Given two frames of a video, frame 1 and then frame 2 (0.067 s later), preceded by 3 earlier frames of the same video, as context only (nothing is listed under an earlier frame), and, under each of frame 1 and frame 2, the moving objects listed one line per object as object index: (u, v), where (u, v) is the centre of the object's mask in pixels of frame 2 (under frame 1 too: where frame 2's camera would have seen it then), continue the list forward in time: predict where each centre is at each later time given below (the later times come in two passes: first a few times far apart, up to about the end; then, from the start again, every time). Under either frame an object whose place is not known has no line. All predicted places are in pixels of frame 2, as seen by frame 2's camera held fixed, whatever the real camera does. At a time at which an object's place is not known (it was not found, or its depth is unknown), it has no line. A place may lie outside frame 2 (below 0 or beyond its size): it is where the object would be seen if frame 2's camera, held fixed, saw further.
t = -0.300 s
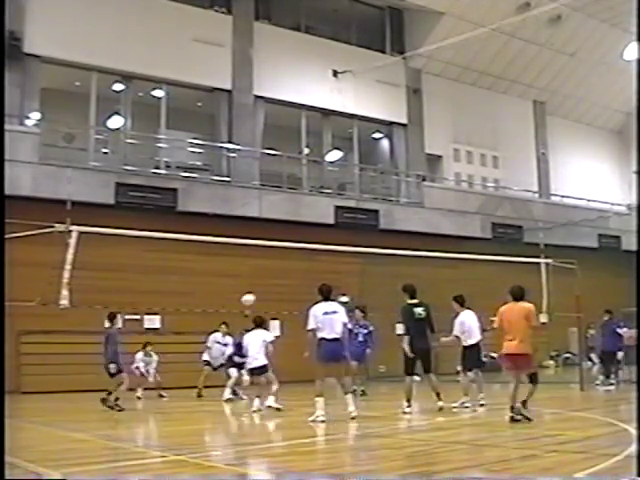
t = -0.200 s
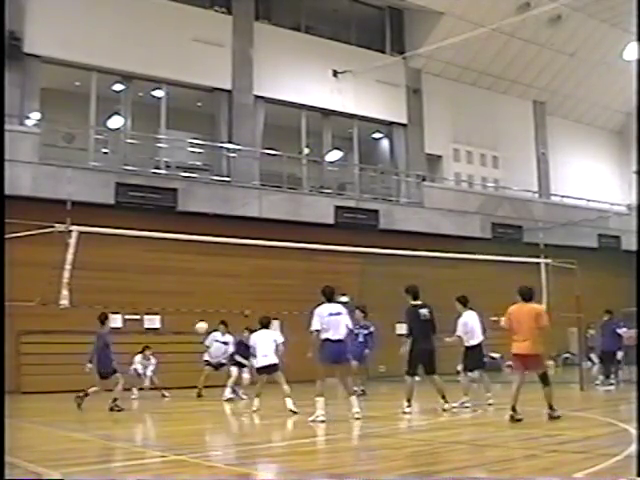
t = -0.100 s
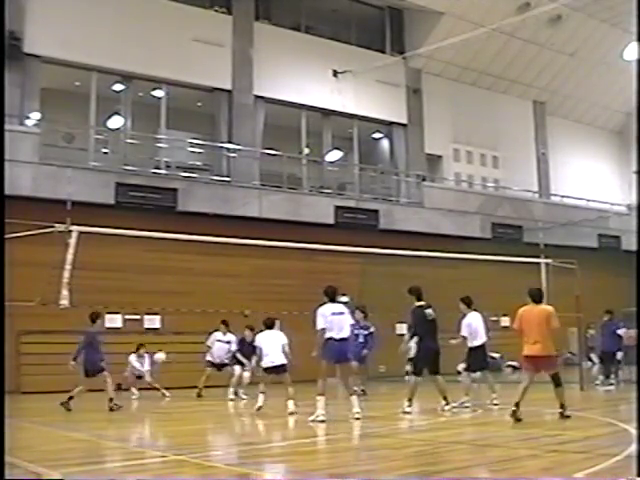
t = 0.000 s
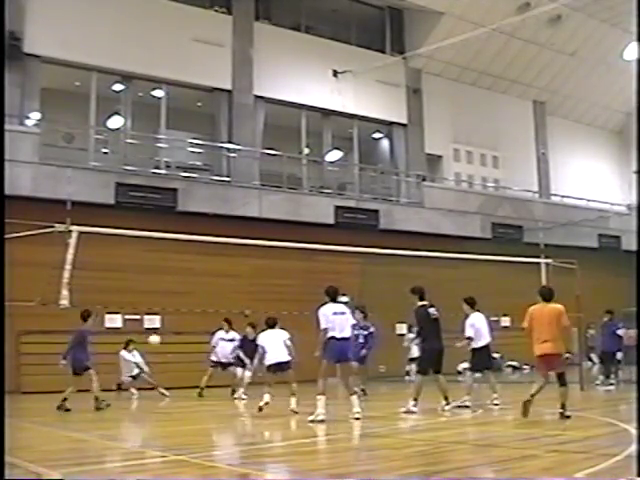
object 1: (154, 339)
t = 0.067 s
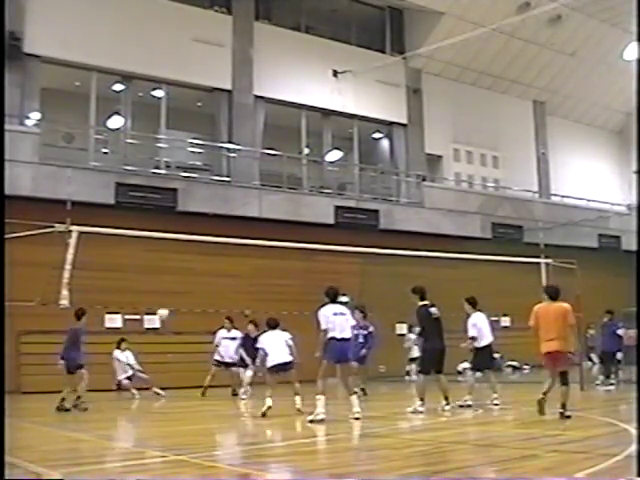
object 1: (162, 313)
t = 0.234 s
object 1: (183, 255)
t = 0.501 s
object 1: (215, 187)
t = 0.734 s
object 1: (245, 156)
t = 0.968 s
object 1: (279, 156)
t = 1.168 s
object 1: (309, 180)
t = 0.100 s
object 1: (166, 301)
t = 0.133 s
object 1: (170, 289)
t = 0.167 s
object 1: (175, 276)
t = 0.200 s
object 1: (178, 266)
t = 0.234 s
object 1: (183, 255)
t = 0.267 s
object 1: (187, 245)
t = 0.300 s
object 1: (191, 235)
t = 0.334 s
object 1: (195, 226)
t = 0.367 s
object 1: (199, 217)
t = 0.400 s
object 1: (203, 209)
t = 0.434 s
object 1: (206, 200)
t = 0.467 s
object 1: (211, 193)
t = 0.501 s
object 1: (215, 187)
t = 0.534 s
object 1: (219, 180)
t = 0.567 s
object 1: (223, 177)
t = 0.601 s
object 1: (228, 172)
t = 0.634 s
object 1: (231, 167)
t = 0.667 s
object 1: (236, 161)
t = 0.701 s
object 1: (240, 158)
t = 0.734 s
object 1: (245, 156)
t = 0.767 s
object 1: (249, 154)
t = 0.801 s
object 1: (254, 152)
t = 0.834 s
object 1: (260, 153)
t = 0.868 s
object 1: (264, 152)
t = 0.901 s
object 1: (269, 152)
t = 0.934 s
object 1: (273, 153)
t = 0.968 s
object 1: (279, 156)
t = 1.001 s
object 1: (283, 158)
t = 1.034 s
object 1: (288, 160)
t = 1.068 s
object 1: (294, 165)
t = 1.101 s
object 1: (298, 169)
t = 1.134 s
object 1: (304, 174)
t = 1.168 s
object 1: (309, 180)
